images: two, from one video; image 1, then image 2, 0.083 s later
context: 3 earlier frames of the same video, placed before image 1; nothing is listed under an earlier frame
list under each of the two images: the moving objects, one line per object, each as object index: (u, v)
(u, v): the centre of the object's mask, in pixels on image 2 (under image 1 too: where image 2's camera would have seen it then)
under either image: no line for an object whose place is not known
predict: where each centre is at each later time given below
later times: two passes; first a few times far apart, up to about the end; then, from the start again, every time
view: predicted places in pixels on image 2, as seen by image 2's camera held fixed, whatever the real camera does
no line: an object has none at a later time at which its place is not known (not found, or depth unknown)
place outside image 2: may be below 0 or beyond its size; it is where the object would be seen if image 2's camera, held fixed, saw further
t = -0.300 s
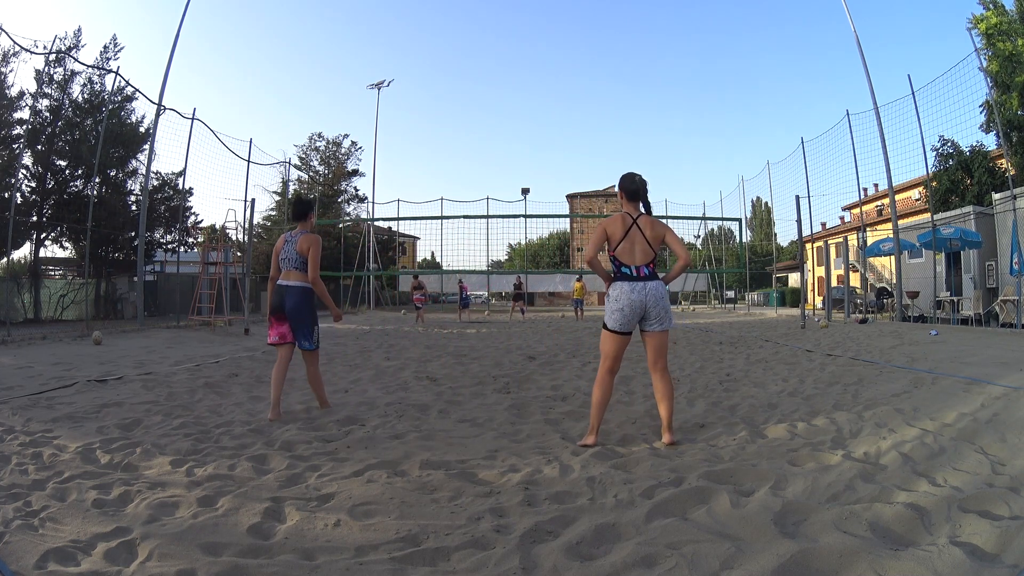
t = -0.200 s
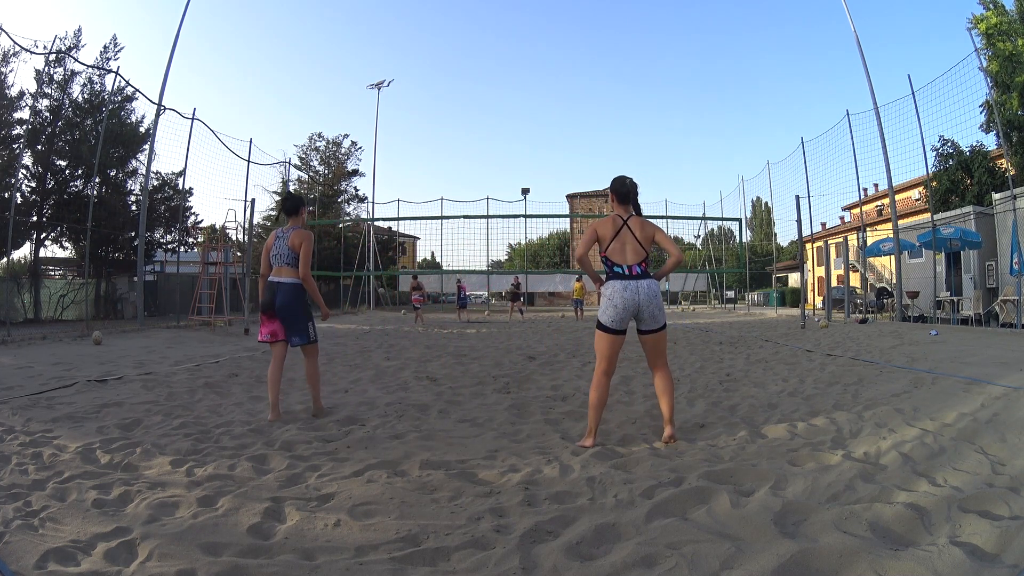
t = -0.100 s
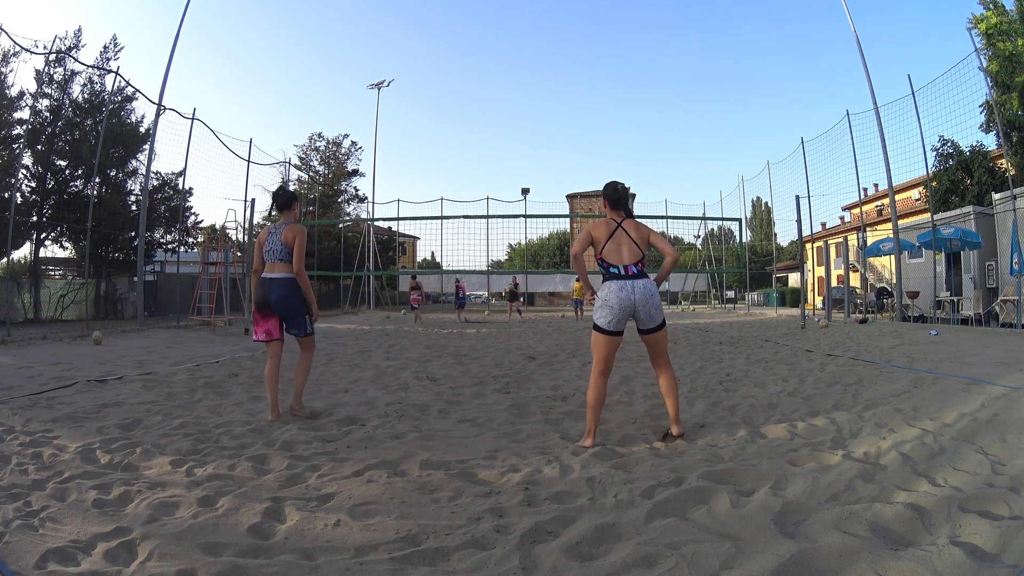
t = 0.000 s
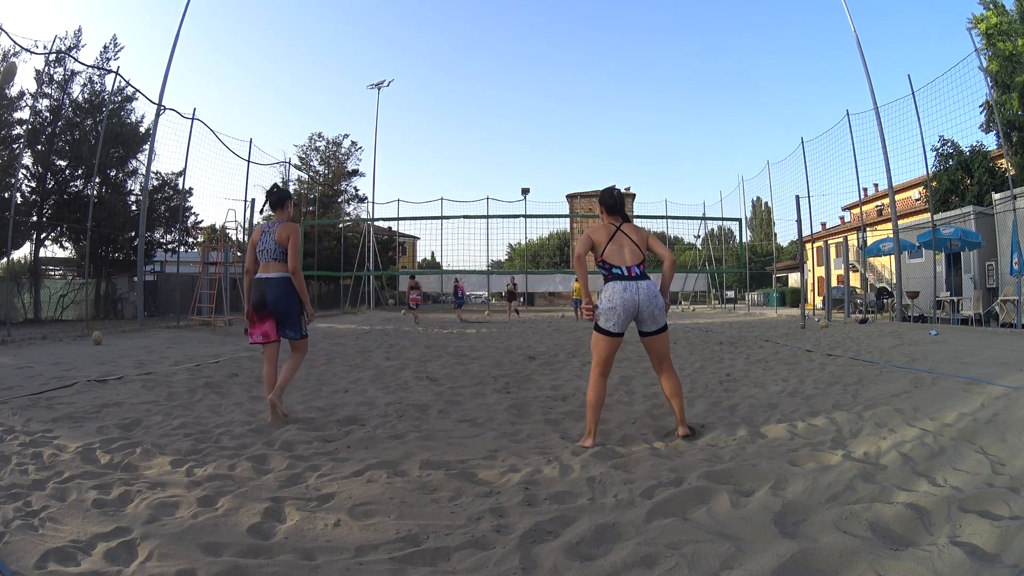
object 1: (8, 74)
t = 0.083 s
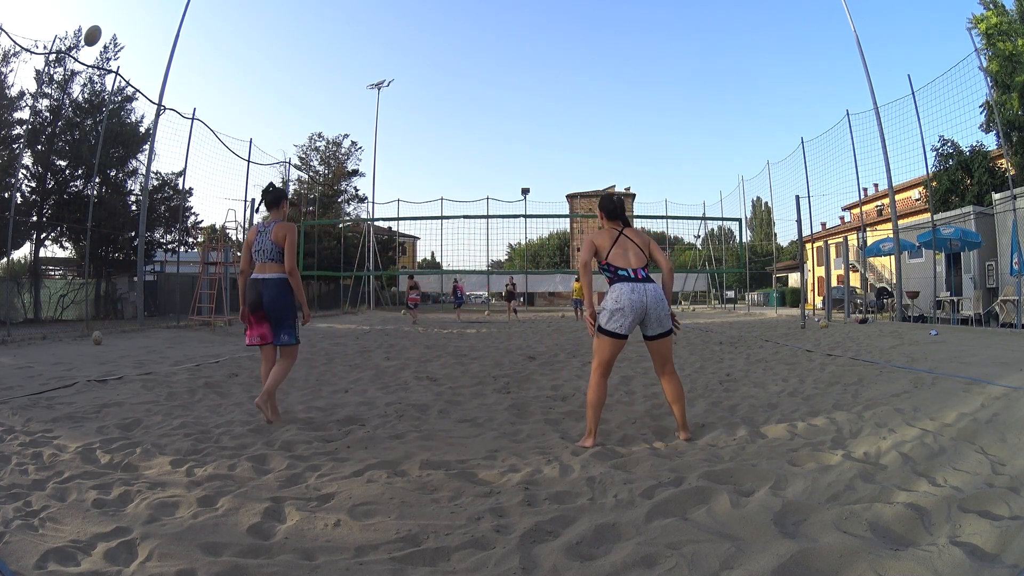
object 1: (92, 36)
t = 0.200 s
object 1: (195, 15)
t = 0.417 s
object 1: (324, 21)
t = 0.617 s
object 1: (397, 48)
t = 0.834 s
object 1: (451, 87)
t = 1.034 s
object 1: (488, 127)
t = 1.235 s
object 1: (517, 171)
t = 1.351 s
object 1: (531, 198)
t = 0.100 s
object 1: (109, 31)
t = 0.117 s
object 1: (124, 27)
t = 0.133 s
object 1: (139, 23)
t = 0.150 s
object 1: (154, 20)
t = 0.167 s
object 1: (168, 18)
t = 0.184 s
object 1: (182, 16)
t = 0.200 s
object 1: (195, 15)
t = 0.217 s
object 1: (208, 14)
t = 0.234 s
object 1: (220, 13)
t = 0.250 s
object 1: (231, 13)
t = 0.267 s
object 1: (243, 13)
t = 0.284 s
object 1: (253, 13)
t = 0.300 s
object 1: (264, 13)
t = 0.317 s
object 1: (273, 14)
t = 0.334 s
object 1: (283, 15)
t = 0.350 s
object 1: (292, 16)
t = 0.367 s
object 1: (300, 17)
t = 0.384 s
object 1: (309, 18)
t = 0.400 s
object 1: (317, 19)
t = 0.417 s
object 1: (324, 21)
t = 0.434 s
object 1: (332, 23)
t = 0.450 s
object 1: (339, 24)
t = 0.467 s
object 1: (345, 26)
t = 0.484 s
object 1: (352, 28)
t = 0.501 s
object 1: (358, 31)
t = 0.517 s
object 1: (365, 33)
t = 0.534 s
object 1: (370, 35)
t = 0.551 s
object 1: (376, 37)
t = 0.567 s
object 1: (382, 40)
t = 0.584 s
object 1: (387, 43)
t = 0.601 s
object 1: (392, 45)
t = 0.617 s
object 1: (397, 48)
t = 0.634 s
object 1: (402, 51)
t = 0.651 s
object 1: (407, 53)
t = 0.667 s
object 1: (411, 56)
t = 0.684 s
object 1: (416, 59)
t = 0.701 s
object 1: (420, 62)
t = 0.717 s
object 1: (425, 65)
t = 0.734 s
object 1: (429, 68)
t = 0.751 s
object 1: (433, 71)
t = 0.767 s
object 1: (436, 75)
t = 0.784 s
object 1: (440, 78)
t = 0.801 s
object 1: (444, 81)
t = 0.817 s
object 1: (447, 84)
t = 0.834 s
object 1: (451, 87)
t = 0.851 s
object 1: (454, 90)
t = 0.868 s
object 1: (458, 93)
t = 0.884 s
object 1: (461, 97)
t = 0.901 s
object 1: (464, 100)
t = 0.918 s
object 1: (467, 103)
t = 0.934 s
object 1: (471, 107)
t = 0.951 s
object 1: (474, 110)
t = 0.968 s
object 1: (477, 113)
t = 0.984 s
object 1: (480, 117)
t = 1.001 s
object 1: (482, 120)
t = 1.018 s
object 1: (485, 124)
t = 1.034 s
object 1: (488, 127)
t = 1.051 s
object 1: (491, 131)
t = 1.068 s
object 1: (493, 134)
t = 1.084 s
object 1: (496, 138)
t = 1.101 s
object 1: (498, 141)
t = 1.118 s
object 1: (501, 145)
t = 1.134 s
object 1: (503, 149)
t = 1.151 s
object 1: (506, 152)
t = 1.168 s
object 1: (508, 156)
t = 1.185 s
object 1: (510, 160)
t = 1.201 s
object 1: (512, 163)
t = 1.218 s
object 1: (515, 167)
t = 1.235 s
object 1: (517, 171)
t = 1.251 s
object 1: (519, 175)
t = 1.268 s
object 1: (521, 178)
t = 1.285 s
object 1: (523, 182)
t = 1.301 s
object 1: (525, 188)
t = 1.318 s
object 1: (527, 190)
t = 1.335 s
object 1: (530, 194)
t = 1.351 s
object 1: (531, 198)
